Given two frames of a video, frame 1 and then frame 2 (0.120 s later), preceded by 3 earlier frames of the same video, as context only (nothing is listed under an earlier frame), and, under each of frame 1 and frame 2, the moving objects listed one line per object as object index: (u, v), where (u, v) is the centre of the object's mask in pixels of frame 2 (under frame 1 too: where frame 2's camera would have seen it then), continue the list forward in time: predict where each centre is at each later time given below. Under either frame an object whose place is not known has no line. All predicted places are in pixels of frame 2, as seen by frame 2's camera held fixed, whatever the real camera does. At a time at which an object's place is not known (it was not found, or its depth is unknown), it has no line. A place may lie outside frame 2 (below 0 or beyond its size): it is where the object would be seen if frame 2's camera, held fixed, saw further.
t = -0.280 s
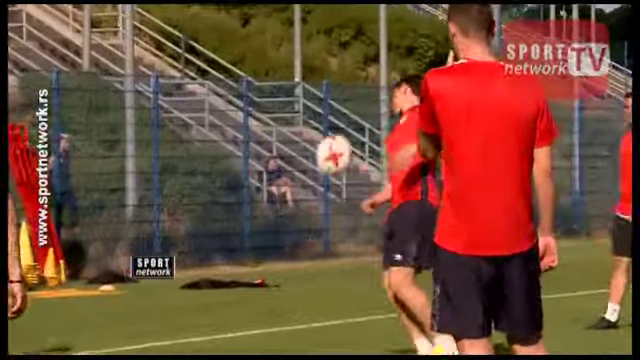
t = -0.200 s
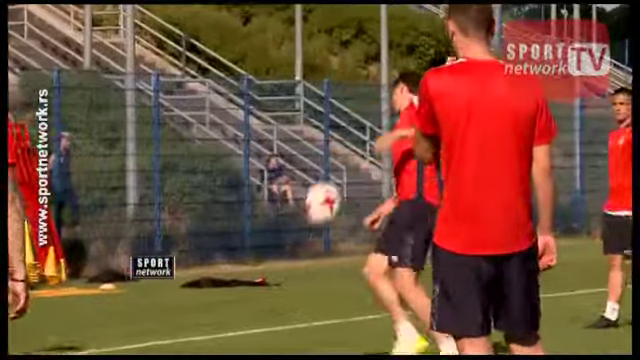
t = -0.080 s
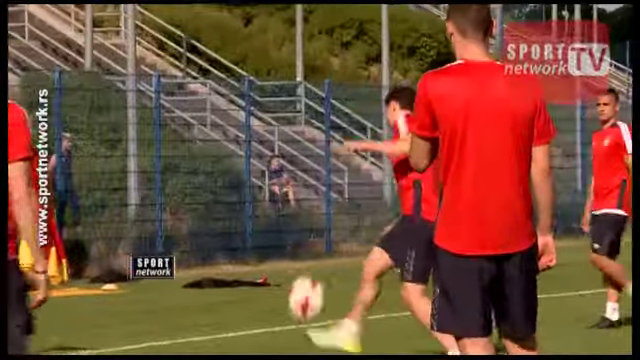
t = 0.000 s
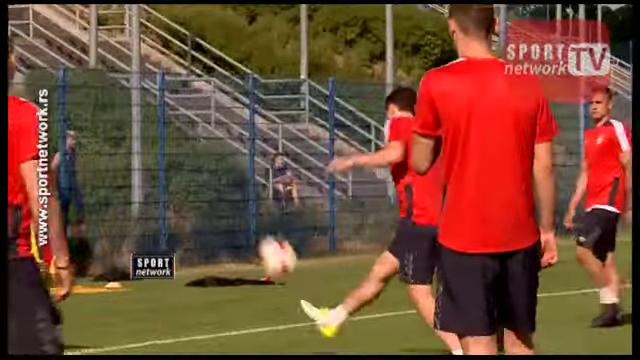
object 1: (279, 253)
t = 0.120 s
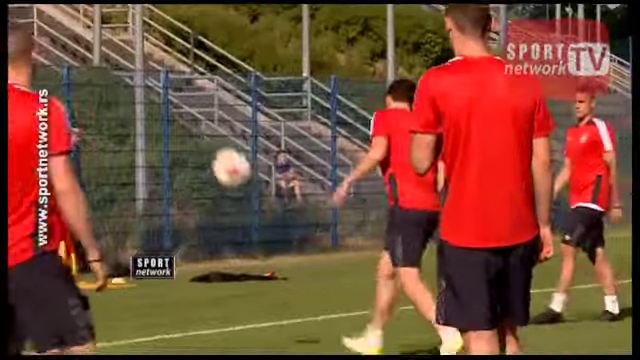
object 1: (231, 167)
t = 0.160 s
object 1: (214, 144)
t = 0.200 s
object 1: (199, 122)
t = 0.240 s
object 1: (182, 105)
